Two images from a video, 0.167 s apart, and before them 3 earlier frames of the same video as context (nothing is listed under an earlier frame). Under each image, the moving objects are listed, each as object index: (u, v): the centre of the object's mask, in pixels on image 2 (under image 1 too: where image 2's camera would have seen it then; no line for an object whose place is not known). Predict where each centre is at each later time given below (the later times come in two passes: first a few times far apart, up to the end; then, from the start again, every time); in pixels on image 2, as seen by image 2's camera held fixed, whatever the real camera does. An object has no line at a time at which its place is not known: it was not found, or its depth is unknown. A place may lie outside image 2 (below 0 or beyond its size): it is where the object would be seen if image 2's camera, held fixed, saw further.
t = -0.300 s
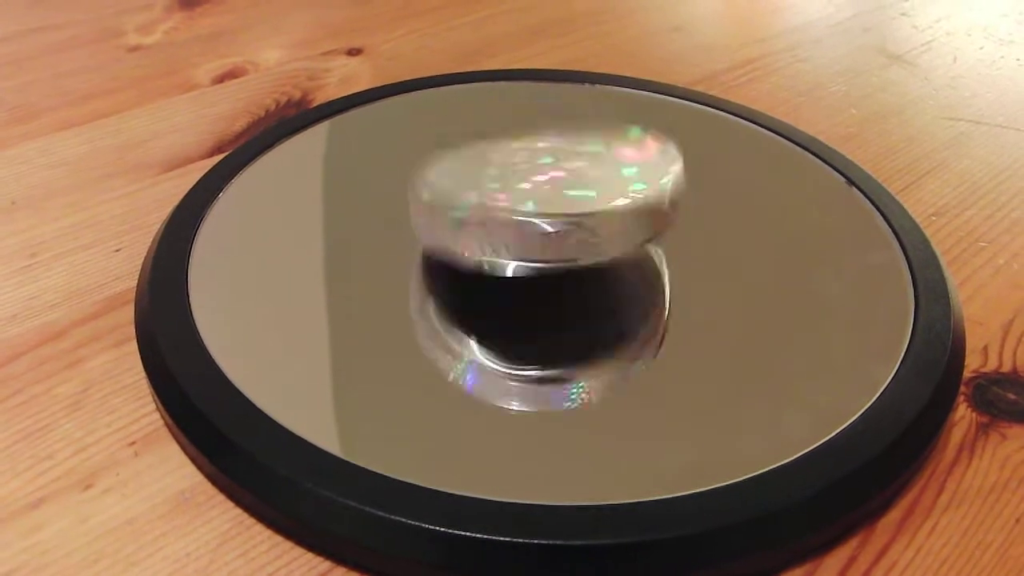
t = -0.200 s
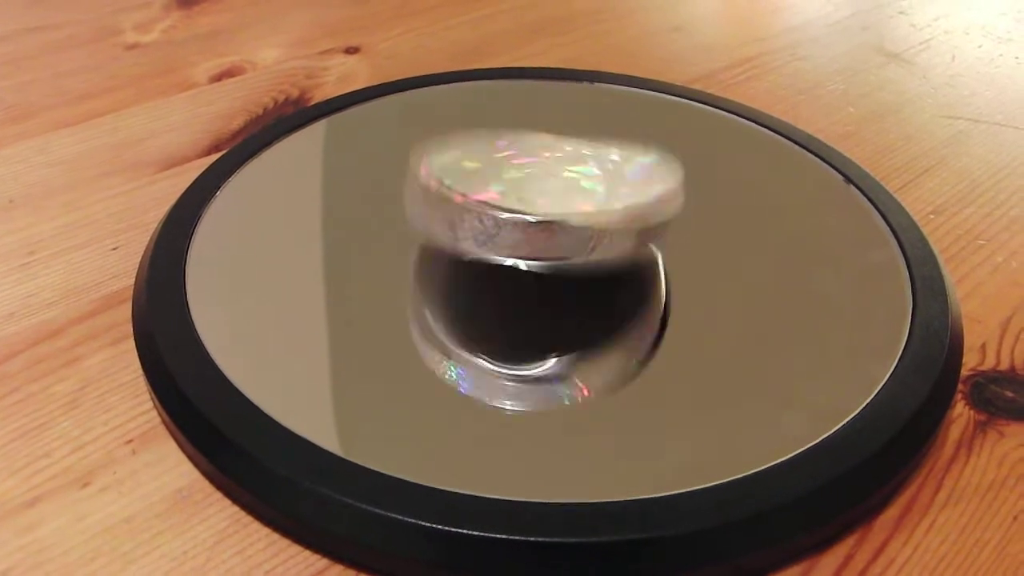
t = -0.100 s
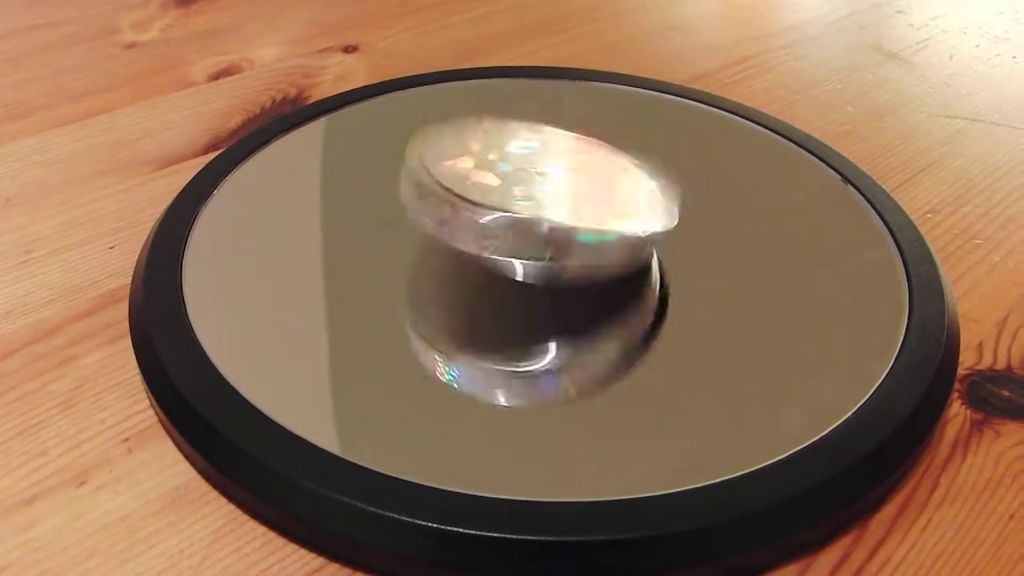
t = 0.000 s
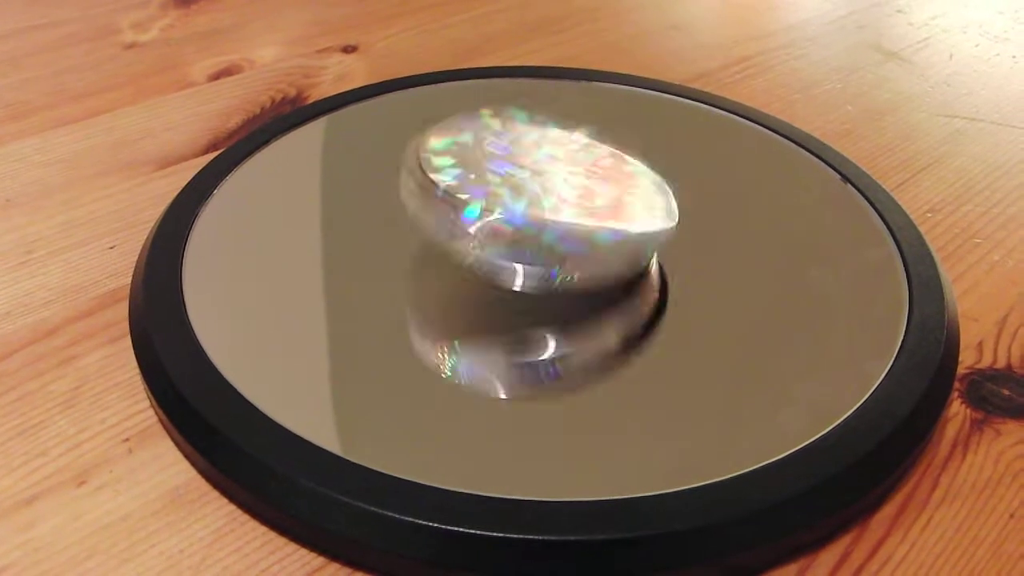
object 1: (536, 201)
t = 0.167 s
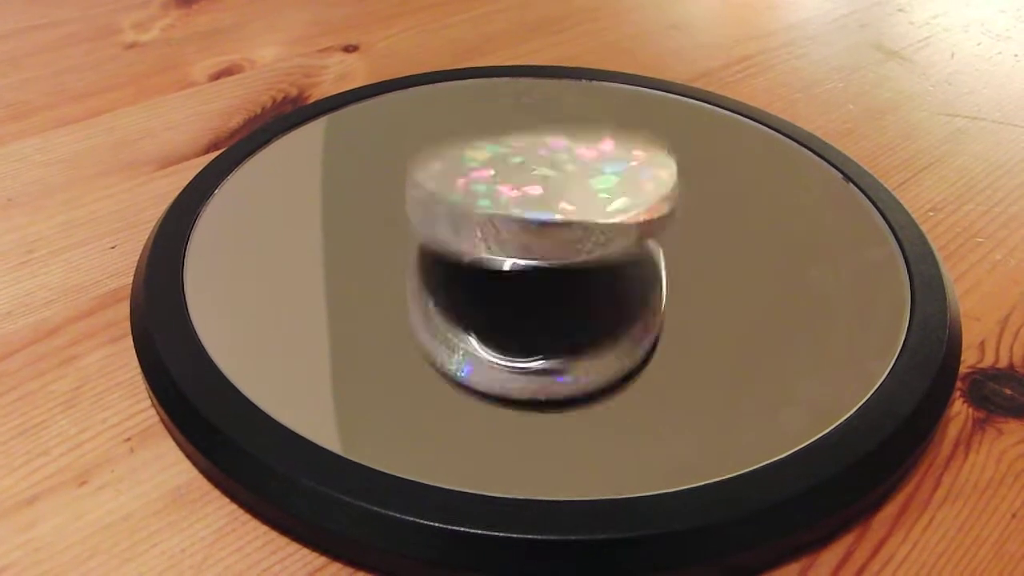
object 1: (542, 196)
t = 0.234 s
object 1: (540, 197)
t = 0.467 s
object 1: (529, 200)
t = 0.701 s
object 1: (534, 195)
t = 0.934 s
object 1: (532, 202)
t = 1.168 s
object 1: (542, 193)
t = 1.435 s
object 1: (544, 214)
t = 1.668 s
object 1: (535, 203)
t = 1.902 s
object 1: (536, 201)
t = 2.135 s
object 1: (530, 200)
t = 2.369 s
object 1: (540, 196)
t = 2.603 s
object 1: (538, 197)
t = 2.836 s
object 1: (545, 199)
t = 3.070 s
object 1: (539, 202)
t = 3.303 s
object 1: (534, 202)
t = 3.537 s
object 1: (533, 199)
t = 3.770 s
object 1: (533, 197)
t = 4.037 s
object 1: (539, 202)
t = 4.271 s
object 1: (542, 197)
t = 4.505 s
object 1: (542, 201)
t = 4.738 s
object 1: (535, 203)
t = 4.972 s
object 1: (536, 200)
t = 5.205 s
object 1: (531, 200)
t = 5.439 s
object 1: (539, 198)
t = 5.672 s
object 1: (541, 199)
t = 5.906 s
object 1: (542, 202)
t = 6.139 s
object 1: (540, 199)
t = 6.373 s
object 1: (535, 198)
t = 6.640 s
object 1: (537, 212)
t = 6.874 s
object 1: (534, 198)
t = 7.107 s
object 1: (541, 198)
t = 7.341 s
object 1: (544, 210)
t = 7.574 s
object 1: (543, 202)
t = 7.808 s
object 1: (539, 204)
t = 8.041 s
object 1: (539, 200)
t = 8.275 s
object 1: (532, 200)
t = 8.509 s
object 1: (537, 204)
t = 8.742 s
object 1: (540, 198)
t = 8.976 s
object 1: (544, 199)
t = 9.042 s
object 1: (544, 201)
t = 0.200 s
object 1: (538, 205)
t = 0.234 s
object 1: (540, 197)
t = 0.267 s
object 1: (538, 196)
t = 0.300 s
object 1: (534, 205)
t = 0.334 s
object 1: (536, 200)
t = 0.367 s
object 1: (534, 197)
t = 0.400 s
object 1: (531, 213)
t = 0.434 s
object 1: (534, 195)
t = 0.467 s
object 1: (529, 200)
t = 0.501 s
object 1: (528, 197)
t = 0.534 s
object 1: (533, 195)
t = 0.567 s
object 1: (529, 199)
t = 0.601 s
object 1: (532, 195)
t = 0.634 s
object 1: (536, 193)
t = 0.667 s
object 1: (532, 199)
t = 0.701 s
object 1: (534, 195)
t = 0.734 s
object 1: (535, 193)
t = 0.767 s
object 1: (535, 197)
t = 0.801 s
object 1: (537, 195)
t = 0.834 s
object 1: (536, 201)
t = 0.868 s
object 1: (535, 197)
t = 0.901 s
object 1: (536, 195)
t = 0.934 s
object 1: (532, 202)
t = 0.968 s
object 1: (535, 196)
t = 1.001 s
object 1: (535, 194)
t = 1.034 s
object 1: (535, 198)
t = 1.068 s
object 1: (537, 197)
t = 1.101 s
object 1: (537, 196)
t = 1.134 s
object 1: (540, 195)
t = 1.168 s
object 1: (542, 193)
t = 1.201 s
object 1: (542, 200)
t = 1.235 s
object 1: (544, 195)
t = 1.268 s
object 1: (545, 197)
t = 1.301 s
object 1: (542, 207)
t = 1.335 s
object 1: (544, 199)
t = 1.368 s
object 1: (544, 195)
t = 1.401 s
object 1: (540, 207)
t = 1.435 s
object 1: (544, 214)
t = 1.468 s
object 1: (539, 198)
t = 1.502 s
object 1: (536, 204)
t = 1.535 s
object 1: (537, 203)
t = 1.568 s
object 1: (536, 201)
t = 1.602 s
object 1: (536, 200)
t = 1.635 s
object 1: (537, 199)
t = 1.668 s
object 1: (535, 203)
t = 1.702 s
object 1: (537, 197)
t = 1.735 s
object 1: (539, 196)
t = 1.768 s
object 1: (535, 205)
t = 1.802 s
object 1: (537, 198)
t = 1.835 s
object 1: (538, 200)
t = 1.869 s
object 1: (533, 204)
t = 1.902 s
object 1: (536, 201)
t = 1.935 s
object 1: (534, 203)
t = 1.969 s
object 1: (531, 201)
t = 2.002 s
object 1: (533, 198)
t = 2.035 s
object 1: (529, 202)
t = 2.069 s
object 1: (530, 198)
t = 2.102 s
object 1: (530, 196)
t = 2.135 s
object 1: (530, 200)
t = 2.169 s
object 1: (532, 197)
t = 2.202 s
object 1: (534, 197)
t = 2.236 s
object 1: (534, 194)
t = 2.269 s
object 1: (537, 195)
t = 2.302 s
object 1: (537, 201)
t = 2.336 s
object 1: (537, 194)
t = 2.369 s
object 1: (540, 196)
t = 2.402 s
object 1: (535, 203)
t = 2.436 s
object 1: (538, 197)
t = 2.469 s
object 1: (538, 196)
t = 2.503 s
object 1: (537, 199)
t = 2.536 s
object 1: (537, 198)
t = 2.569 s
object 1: (538, 197)
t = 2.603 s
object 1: (538, 197)
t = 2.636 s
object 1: (540, 197)
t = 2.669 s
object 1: (539, 200)
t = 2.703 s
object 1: (542, 194)
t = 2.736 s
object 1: (544, 196)
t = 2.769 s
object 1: (541, 200)
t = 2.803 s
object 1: (543, 197)
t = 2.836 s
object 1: (545, 199)
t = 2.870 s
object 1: (545, 200)
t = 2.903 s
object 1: (544, 197)
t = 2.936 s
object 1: (542, 205)
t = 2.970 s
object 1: (542, 201)
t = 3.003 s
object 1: (542, 198)
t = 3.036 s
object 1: (537, 208)
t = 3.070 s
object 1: (539, 202)
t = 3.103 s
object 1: (537, 198)
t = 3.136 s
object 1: (535, 204)
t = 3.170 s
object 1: (535, 198)
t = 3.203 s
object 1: (536, 200)
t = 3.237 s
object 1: (535, 199)
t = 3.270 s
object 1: (536, 197)
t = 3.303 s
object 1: (534, 202)
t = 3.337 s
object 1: (535, 197)
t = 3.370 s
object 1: (536, 197)
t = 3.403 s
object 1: (535, 204)
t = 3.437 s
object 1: (536, 199)
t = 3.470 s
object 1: (535, 199)
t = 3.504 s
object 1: (531, 203)
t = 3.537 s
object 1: (533, 199)
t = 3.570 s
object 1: (533, 201)
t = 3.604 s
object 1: (531, 199)
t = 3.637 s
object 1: (534, 197)
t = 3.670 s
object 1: (530, 199)
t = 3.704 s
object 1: (532, 197)
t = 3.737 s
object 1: (535, 196)
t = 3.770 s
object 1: (533, 197)
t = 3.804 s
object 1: (536, 196)
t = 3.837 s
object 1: (537, 200)
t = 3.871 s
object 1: (538, 193)
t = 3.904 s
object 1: (540, 195)
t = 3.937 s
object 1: (538, 201)
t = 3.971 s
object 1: (540, 195)
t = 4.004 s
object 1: (541, 197)
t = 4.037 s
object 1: (539, 202)
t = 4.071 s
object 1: (540, 197)
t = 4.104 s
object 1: (541, 200)
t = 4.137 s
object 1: (540, 198)
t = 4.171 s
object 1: (542, 197)
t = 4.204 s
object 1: (540, 204)
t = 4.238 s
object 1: (542, 198)
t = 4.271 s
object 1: (542, 197)
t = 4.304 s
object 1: (540, 202)
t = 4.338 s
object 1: (546, 209)
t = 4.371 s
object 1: (543, 202)
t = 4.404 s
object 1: (544, 201)
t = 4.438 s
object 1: (545, 197)
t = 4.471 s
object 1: (541, 207)
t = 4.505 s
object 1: (542, 201)
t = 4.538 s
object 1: (543, 197)
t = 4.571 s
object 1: (539, 206)
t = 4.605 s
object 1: (540, 202)
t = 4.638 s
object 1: (538, 200)
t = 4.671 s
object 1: (536, 204)
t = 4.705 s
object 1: (536, 201)
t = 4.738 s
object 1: (535, 203)
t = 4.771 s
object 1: (534, 200)
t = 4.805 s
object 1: (535, 199)
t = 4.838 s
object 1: (534, 203)
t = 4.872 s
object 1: (536, 198)
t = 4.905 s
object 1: (537, 199)
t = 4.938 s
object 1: (533, 202)
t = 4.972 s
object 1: (536, 200)
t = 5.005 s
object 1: (535, 204)
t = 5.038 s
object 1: (534, 199)
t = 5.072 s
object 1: (536, 197)
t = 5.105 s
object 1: (532, 205)
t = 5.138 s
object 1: (533, 199)
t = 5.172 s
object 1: (534, 198)
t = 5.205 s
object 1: (531, 200)
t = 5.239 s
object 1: (534, 199)
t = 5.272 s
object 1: (533, 202)
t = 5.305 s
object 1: (535, 196)
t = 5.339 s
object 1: (536, 197)
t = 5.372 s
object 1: (535, 201)
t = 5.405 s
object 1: (538, 194)
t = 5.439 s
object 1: (539, 198)
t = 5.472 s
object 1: (540, 196)
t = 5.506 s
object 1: (540, 196)
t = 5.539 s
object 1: (541, 203)
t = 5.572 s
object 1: (542, 196)
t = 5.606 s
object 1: (542, 197)
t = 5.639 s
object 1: (539, 203)
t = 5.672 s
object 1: (541, 199)
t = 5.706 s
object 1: (540, 200)
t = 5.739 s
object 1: (540, 199)
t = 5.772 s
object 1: (542, 198)
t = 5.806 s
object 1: (540, 205)
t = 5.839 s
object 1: (544, 198)
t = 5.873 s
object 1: (544, 198)
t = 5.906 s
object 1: (542, 202)
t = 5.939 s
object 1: (543, 197)
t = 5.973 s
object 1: (543, 204)
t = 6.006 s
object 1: (543, 200)
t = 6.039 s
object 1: (544, 199)
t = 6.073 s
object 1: (539, 207)
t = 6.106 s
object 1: (542, 201)
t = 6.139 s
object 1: (540, 199)
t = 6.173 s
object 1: (537, 206)
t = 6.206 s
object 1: (543, 221)
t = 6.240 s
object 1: (537, 203)
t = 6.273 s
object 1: (537, 202)
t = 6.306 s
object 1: (538, 200)
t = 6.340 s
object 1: (534, 203)
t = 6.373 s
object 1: (535, 198)
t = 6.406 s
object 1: (538, 199)
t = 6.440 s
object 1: (533, 202)
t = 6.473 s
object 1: (537, 201)
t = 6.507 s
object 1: (536, 203)
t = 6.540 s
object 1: (535, 199)
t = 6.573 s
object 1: (537, 198)
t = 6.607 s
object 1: (532, 205)
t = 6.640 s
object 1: (537, 212)
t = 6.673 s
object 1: (536, 200)
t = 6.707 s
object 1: (531, 199)
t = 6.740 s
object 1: (534, 199)
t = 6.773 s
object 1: (533, 201)
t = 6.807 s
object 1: (533, 198)
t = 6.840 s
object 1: (535, 197)
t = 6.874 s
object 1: (534, 198)
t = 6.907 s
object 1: (536, 197)
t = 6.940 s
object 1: (537, 200)
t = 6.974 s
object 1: (538, 195)
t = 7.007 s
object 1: (540, 197)
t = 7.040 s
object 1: (537, 201)
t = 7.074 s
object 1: (540, 198)
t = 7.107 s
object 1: (541, 198)
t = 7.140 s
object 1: (539, 200)
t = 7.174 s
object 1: (541, 197)
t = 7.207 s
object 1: (540, 203)
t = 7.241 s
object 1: (541, 200)
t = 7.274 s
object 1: (542, 198)
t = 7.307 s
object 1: (540, 202)
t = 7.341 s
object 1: (544, 210)
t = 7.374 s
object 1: (543, 203)
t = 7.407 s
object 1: (544, 198)
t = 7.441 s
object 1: (545, 198)
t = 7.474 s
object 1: (542, 203)
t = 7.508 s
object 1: (545, 199)
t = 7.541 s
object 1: (544, 200)
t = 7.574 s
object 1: (543, 202)
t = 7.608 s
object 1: (544, 200)
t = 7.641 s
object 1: (541, 207)
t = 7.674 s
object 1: (541, 201)
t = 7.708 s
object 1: (541, 199)
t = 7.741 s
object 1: (539, 205)
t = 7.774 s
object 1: (543, 218)
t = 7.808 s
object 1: (539, 204)
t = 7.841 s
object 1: (538, 201)
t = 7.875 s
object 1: (539, 201)
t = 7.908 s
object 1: (537, 206)
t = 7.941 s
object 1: (538, 199)
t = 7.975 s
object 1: (539, 201)
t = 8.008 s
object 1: (536, 203)
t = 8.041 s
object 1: (539, 200)
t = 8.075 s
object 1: (536, 205)
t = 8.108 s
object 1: (536, 201)
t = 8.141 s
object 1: (536, 199)
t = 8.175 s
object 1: (532, 207)
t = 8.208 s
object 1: (535, 202)
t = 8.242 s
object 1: (535, 202)
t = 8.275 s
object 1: (532, 200)
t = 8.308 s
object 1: (535, 199)
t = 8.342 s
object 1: (533, 201)
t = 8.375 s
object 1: (535, 199)
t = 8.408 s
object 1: (538, 199)
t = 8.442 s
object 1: (536, 198)
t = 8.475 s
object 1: (539, 197)
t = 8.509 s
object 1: (537, 204)
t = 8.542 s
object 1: (539, 196)
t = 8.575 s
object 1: (541, 199)
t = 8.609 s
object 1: (538, 200)
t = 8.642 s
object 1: (538, 197)
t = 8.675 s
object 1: (539, 202)
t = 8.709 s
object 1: (539, 198)
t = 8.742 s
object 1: (540, 198)
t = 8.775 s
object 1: (539, 201)
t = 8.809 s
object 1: (539, 199)
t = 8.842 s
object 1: (541, 201)
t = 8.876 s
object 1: (541, 198)
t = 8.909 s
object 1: (543, 198)
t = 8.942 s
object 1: (540, 203)
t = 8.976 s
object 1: (544, 199)
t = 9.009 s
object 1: (544, 202)
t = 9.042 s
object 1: (544, 201)
